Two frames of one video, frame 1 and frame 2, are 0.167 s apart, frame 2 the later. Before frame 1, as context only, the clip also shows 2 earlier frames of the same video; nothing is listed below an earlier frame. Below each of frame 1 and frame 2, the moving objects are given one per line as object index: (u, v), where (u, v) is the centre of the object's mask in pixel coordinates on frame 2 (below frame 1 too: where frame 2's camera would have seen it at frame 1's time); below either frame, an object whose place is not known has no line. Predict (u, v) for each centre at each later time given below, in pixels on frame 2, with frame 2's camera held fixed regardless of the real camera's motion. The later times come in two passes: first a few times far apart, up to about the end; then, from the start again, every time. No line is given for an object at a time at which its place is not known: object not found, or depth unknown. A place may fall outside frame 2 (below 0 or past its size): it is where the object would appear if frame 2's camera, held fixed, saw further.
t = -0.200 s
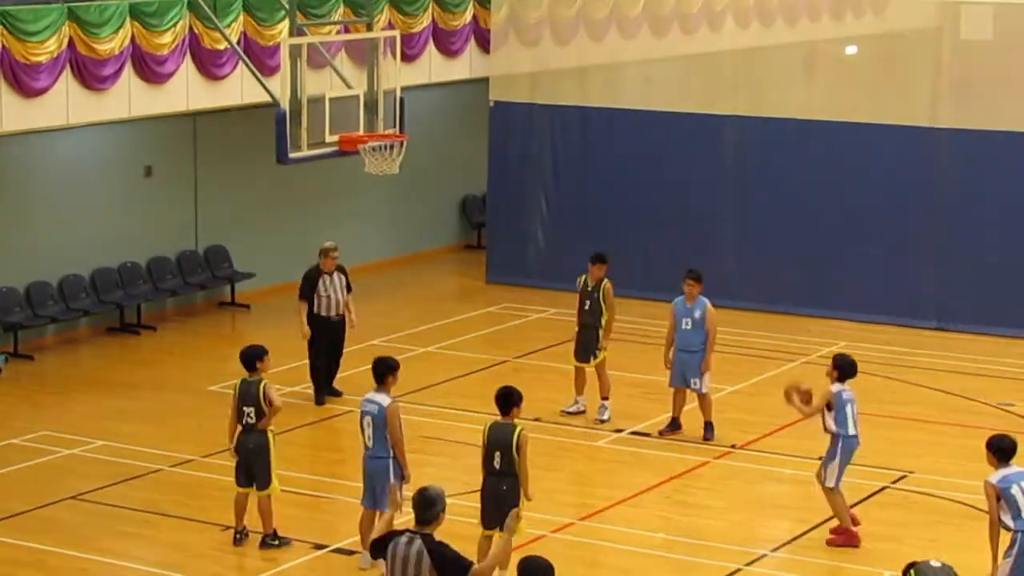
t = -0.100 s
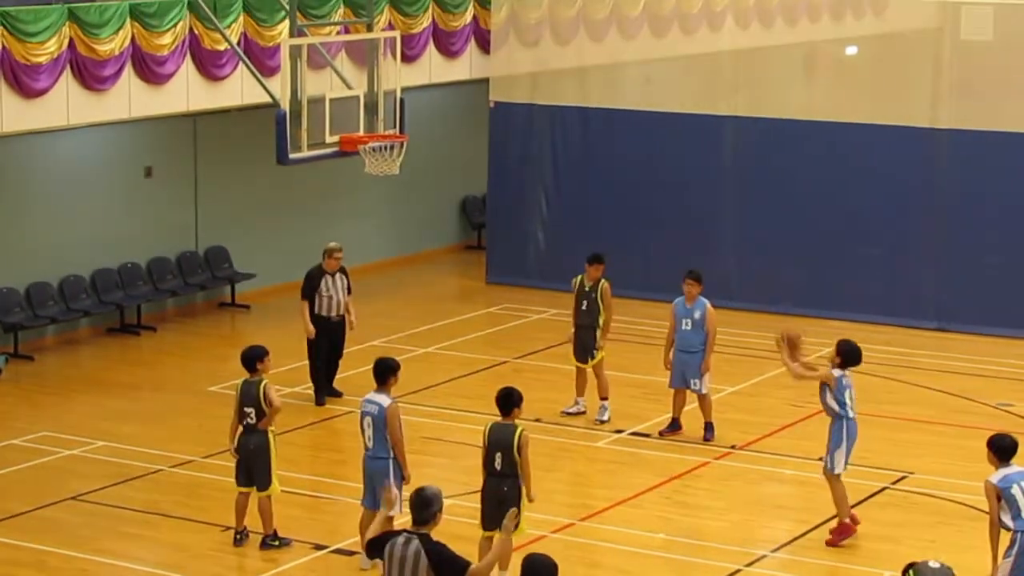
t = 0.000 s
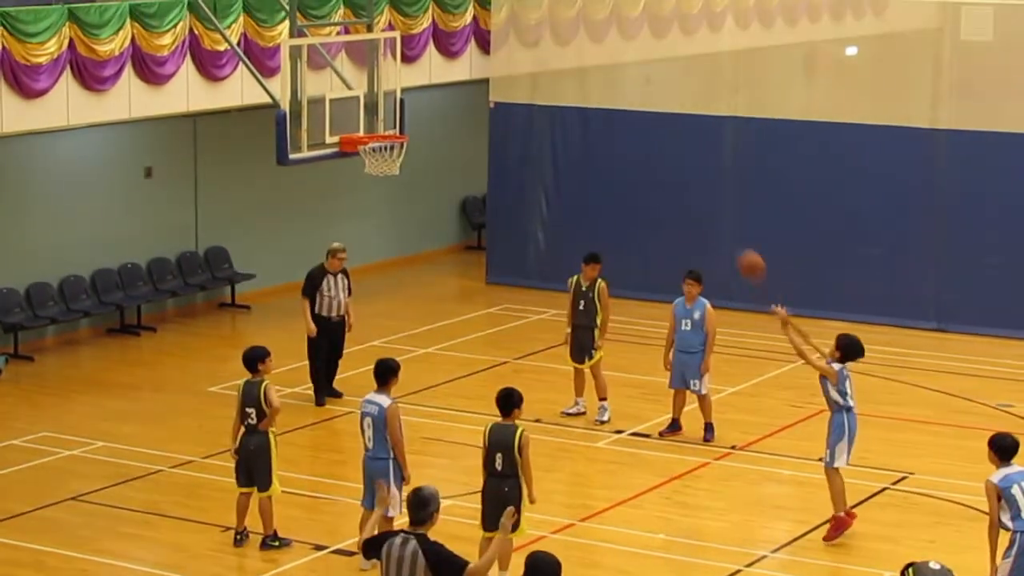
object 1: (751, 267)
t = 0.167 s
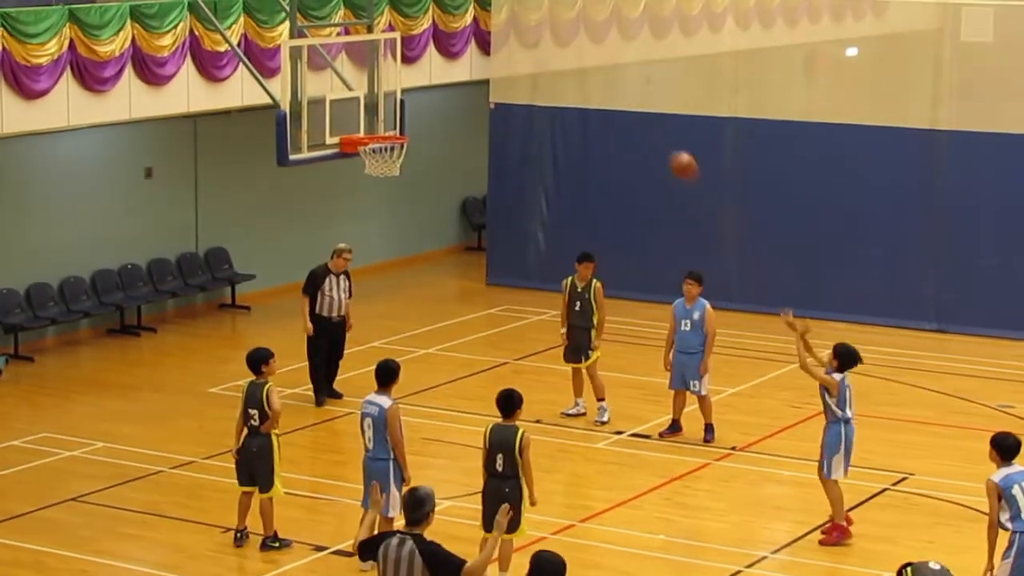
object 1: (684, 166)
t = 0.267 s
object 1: (643, 123)
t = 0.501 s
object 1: (551, 68)
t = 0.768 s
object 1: (455, 81)
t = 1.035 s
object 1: (369, 160)
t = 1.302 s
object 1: (329, 231)
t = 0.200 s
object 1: (670, 150)
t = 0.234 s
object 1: (657, 136)
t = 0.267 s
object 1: (643, 123)
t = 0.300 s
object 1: (629, 111)
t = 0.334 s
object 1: (615, 101)
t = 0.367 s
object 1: (602, 91)
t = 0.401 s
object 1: (589, 84)
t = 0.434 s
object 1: (576, 77)
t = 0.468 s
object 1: (563, 72)
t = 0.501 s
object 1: (551, 68)
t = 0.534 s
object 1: (539, 65)
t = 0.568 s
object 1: (526, 64)
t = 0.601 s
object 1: (514, 64)
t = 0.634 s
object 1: (502, 65)
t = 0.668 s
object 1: (490, 67)
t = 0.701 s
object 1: (479, 71)
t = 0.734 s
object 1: (467, 74)
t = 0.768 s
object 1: (455, 81)
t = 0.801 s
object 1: (444, 88)
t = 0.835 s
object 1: (433, 95)
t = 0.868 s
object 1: (420, 105)
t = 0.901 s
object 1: (410, 114)
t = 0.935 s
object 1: (398, 127)
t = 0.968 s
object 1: (387, 134)
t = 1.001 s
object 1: (378, 153)
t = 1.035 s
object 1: (369, 160)
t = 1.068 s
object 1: (364, 167)
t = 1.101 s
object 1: (357, 173)
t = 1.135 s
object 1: (353, 178)
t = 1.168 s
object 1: (348, 187)
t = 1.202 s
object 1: (343, 195)
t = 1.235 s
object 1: (339, 205)
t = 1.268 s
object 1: (333, 217)
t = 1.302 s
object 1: (329, 231)
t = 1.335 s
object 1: (324, 244)
